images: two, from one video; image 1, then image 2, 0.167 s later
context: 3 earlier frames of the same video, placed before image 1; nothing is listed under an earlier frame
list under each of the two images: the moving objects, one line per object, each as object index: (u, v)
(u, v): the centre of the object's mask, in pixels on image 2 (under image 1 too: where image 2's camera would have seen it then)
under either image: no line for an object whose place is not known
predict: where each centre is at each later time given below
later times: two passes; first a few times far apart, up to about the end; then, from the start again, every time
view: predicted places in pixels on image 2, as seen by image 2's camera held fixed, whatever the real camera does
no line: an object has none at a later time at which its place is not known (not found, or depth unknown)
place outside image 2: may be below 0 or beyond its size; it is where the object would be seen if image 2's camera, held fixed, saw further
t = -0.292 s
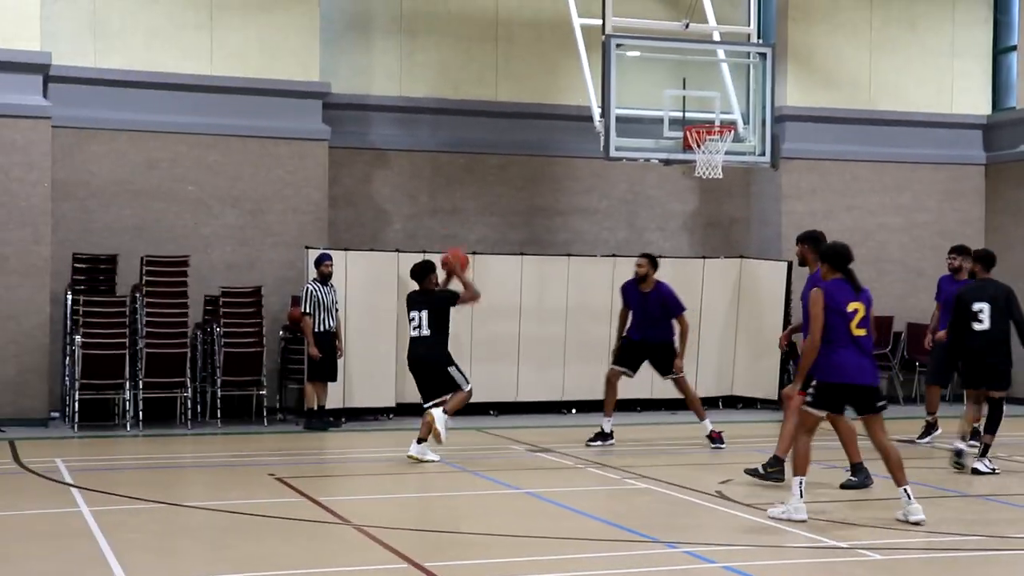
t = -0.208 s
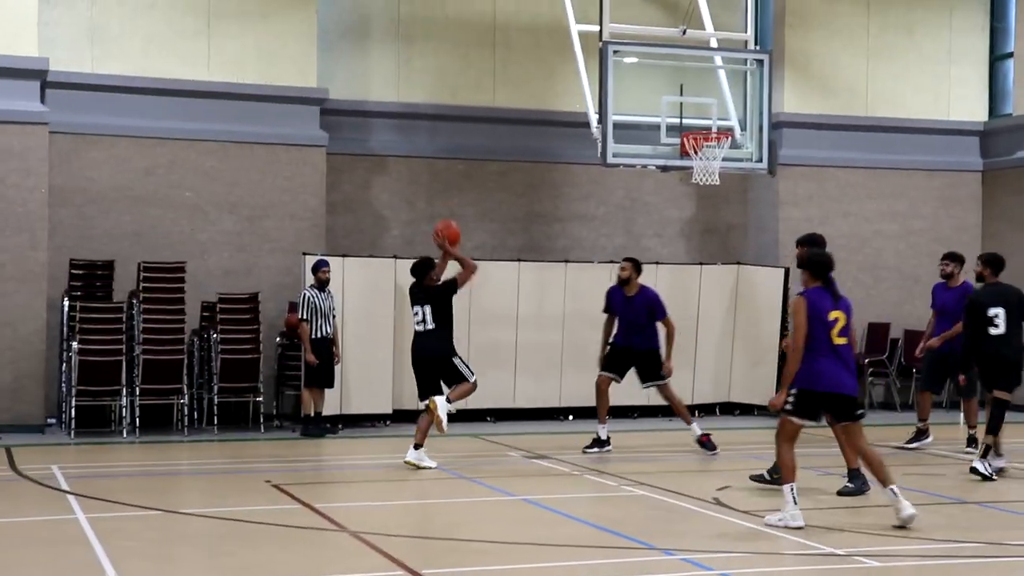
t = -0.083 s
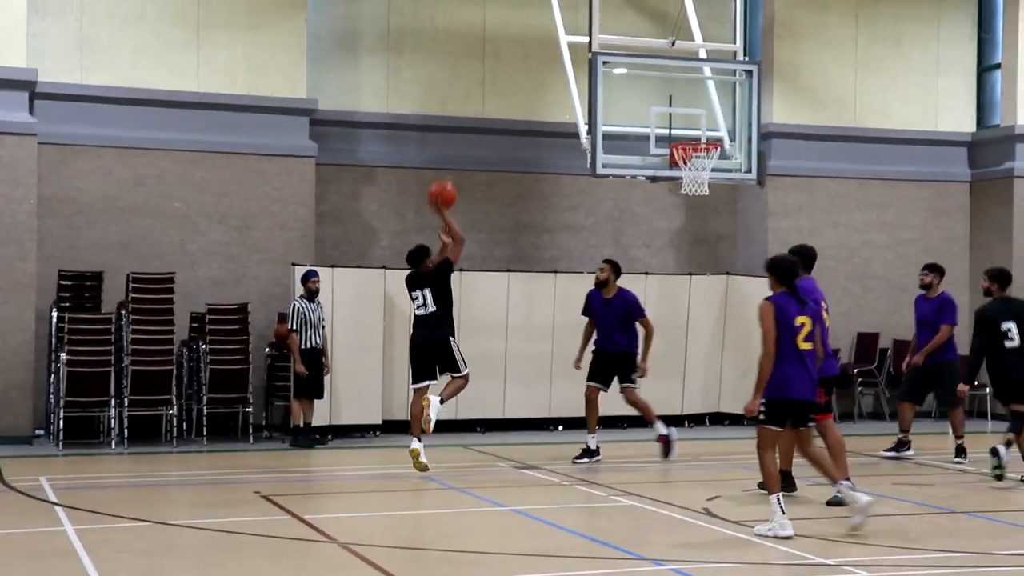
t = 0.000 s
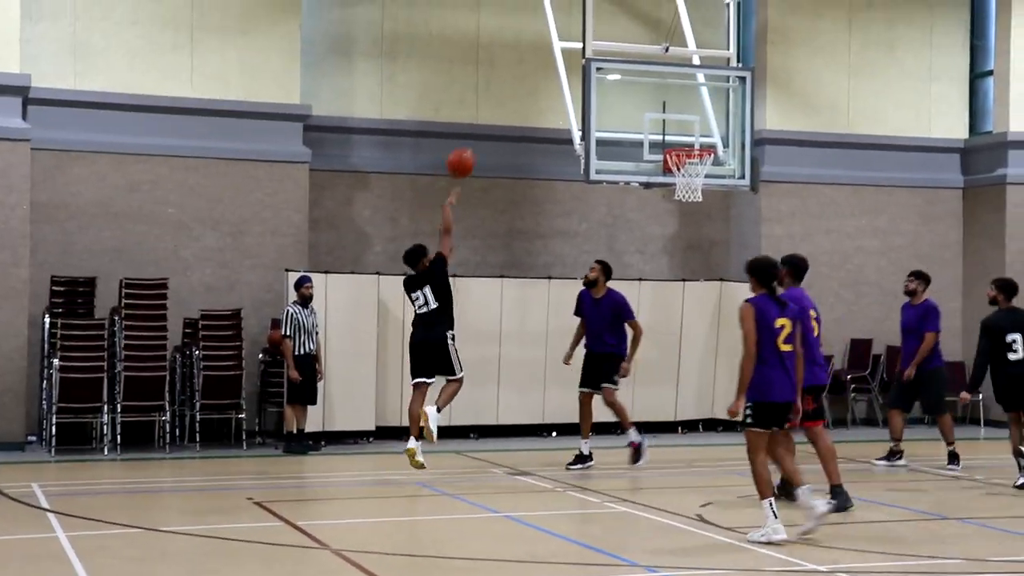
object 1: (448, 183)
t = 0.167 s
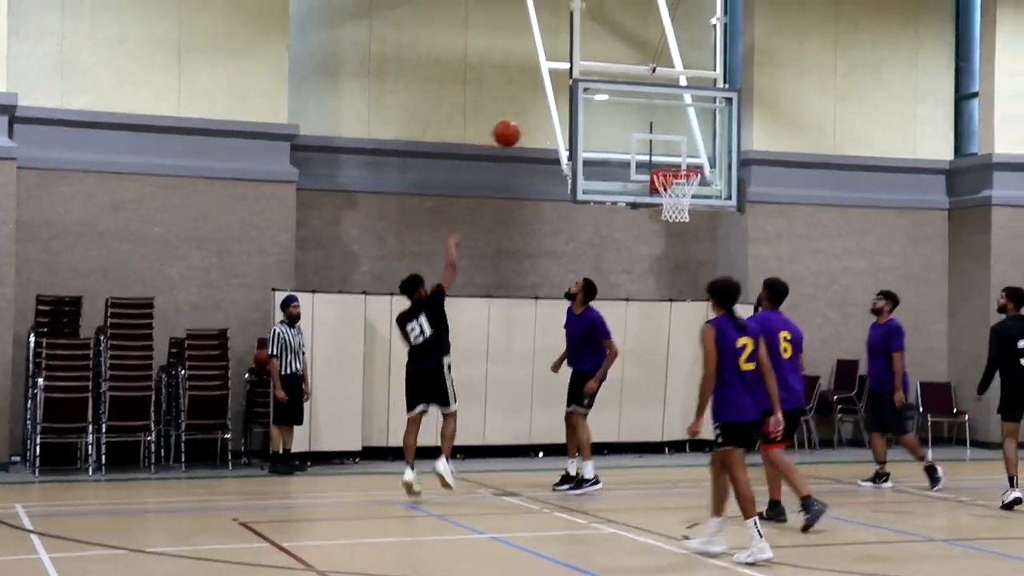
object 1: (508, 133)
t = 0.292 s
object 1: (548, 117)
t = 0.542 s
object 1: (624, 136)
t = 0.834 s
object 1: (656, 128)
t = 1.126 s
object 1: (667, 136)
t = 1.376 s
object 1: (679, 210)
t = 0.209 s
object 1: (521, 126)
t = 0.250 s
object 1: (535, 121)
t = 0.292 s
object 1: (548, 117)
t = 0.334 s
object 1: (563, 116)
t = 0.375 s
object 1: (575, 116)
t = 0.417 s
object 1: (588, 118)
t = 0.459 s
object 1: (600, 122)
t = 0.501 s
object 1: (612, 128)
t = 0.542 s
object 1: (624, 136)
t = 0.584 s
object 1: (636, 145)
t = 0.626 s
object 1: (647, 155)
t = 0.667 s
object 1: (652, 155)
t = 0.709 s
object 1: (653, 145)
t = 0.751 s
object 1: (655, 138)
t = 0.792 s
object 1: (655, 132)
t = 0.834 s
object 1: (656, 128)
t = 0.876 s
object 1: (657, 125)
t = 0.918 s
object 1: (657, 124)
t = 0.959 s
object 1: (659, 123)
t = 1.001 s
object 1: (661, 124)
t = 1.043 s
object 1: (663, 127)
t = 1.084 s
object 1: (666, 131)
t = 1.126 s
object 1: (667, 136)
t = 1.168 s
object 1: (669, 144)
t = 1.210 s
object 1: (671, 154)
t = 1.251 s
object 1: (673, 162)
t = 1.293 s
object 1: (675, 170)
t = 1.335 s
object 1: (678, 191)
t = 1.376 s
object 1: (679, 210)
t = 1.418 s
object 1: (681, 226)
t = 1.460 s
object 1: (684, 242)
